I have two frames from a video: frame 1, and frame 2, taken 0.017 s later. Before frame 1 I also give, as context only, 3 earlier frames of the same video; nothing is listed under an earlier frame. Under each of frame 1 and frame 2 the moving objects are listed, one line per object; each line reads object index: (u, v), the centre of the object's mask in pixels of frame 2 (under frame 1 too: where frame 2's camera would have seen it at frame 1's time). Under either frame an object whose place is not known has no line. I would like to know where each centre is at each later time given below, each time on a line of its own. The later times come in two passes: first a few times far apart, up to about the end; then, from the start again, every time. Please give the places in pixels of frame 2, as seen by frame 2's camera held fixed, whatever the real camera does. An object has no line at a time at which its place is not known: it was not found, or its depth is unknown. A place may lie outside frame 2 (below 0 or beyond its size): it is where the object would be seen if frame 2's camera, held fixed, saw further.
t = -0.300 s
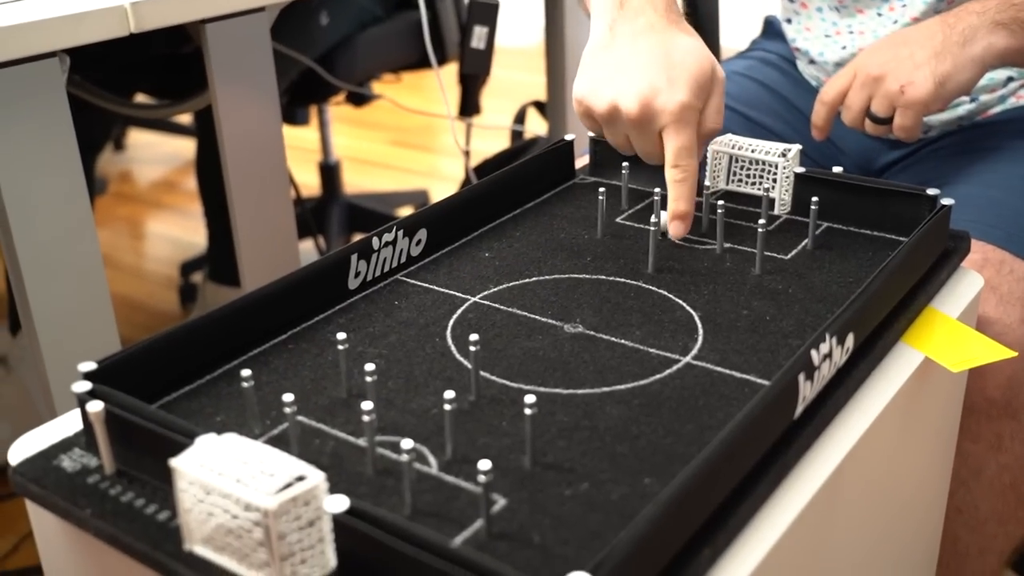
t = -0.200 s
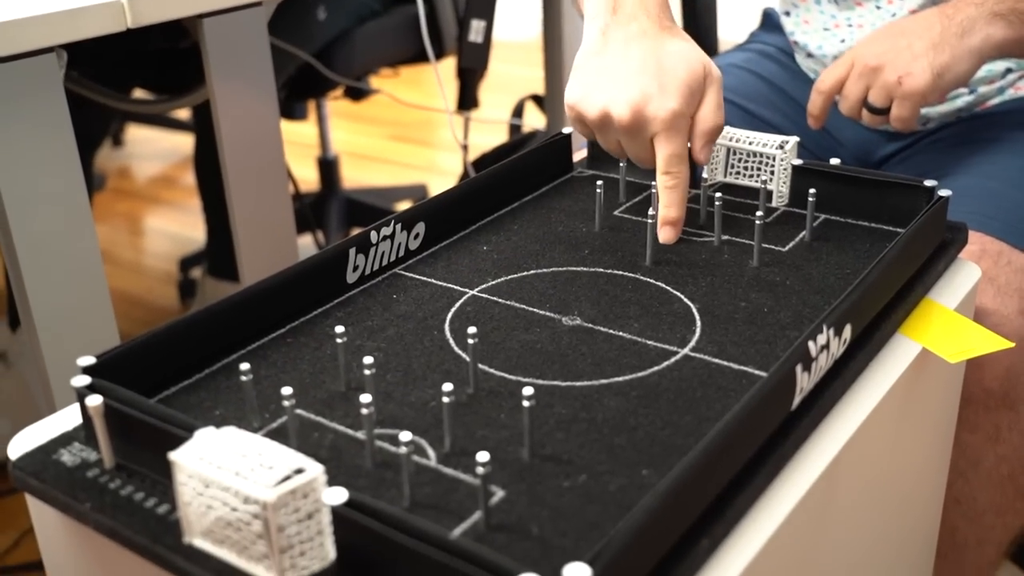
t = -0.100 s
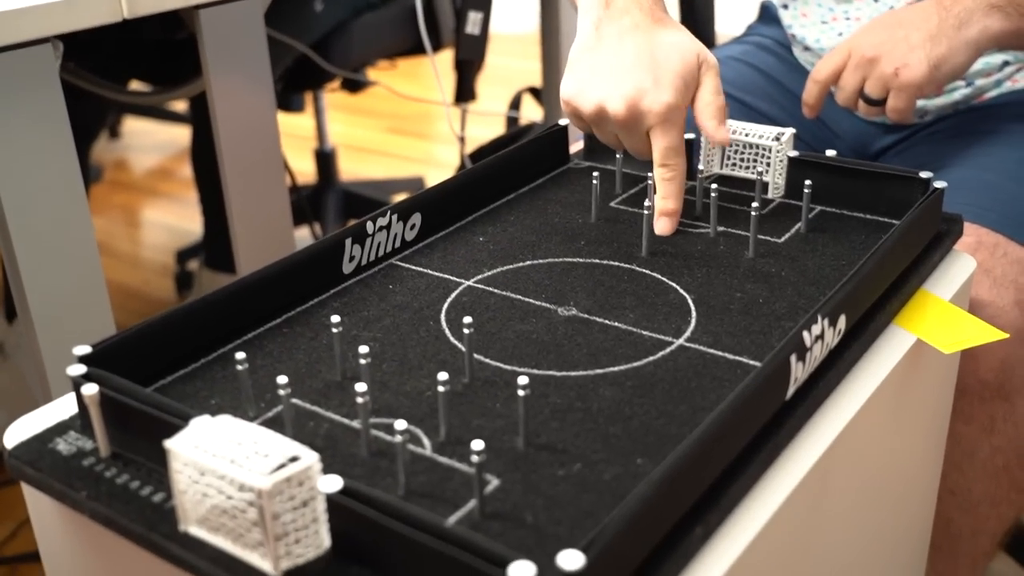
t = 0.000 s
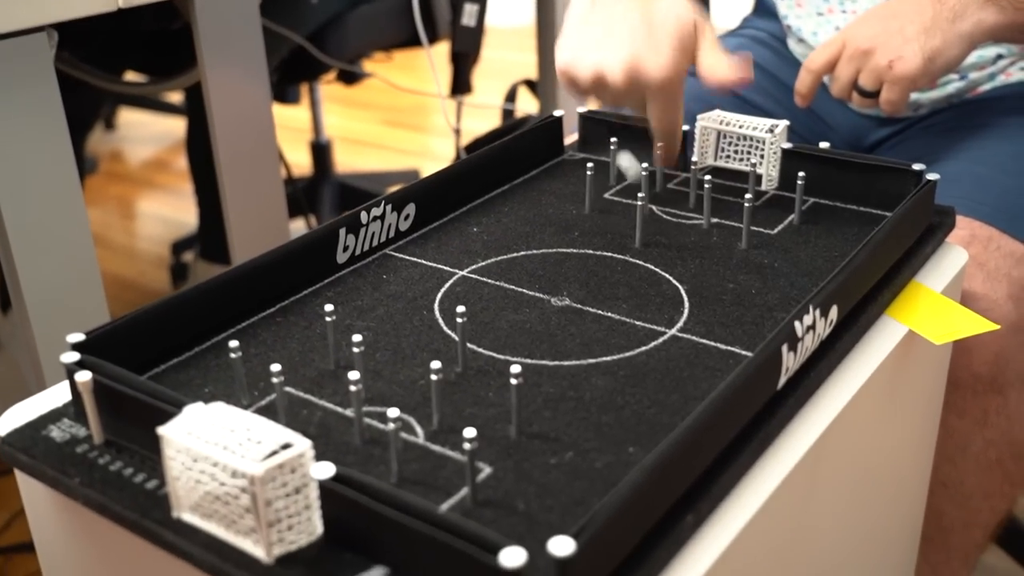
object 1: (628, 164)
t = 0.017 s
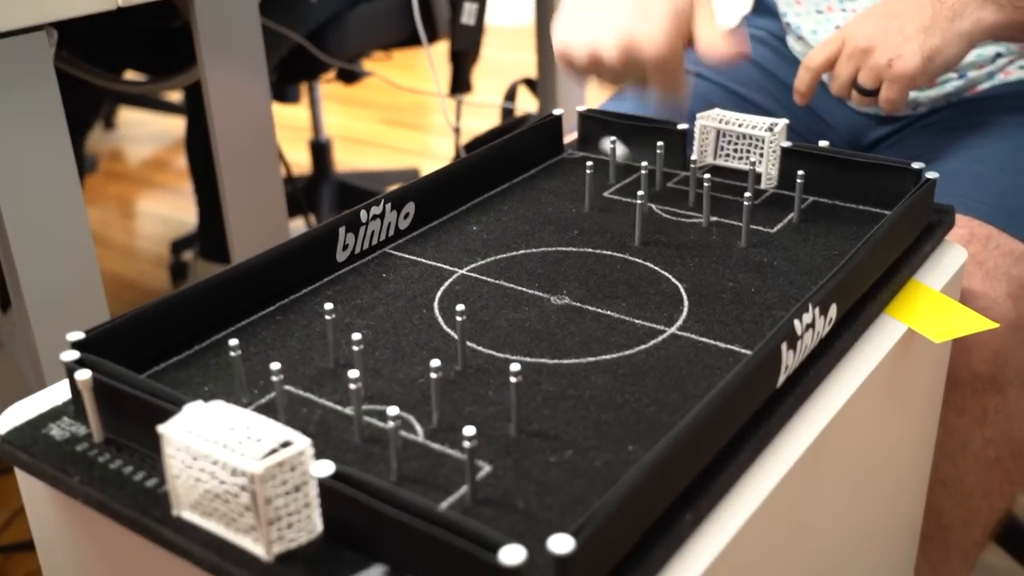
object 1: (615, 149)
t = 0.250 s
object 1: (483, 239)
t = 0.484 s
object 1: (405, 347)
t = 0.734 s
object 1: (422, 405)
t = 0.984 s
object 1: (454, 389)
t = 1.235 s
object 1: (461, 384)
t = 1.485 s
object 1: (461, 385)
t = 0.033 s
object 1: (593, 144)
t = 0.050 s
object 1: (571, 146)
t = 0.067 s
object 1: (548, 151)
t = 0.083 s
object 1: (532, 160)
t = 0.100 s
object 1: (527, 171)
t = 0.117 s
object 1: (523, 178)
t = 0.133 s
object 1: (518, 183)
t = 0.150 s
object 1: (513, 192)
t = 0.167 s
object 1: (509, 202)
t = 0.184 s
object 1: (504, 209)
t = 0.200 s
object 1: (498, 217)
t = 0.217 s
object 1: (493, 224)
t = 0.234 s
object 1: (488, 231)
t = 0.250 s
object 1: (483, 239)
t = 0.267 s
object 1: (477, 245)
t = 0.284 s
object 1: (471, 253)
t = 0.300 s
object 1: (466, 259)
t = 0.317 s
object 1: (460, 267)
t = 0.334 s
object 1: (455, 275)
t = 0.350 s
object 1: (449, 283)
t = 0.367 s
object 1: (444, 290)
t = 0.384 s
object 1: (438, 297)
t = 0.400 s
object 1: (433, 305)
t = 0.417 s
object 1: (427, 313)
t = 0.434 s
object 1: (421, 321)
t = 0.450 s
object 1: (416, 330)
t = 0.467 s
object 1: (411, 338)
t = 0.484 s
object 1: (405, 347)
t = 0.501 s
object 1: (399, 356)
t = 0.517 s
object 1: (393, 364)
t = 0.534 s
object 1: (388, 373)
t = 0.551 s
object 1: (382, 382)
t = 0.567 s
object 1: (379, 392)
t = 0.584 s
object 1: (375, 399)
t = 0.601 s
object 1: (374, 410)
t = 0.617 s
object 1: (376, 411)
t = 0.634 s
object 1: (384, 407)
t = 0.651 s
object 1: (394, 405)
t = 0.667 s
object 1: (403, 406)
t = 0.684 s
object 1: (411, 405)
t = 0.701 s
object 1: (415, 406)
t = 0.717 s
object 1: (420, 404)
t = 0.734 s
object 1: (422, 405)
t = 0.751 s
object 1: (423, 404)
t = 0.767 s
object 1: (429, 402)
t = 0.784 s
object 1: (433, 401)
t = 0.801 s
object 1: (441, 398)
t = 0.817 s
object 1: (441, 398)
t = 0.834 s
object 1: (445, 397)
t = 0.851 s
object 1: (450, 396)
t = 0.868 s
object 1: (451, 395)
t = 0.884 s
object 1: (451, 395)
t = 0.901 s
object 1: (452, 393)
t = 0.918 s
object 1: (453, 392)
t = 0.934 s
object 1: (454, 391)
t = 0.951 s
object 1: (454, 390)
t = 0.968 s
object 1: (454, 389)
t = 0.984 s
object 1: (454, 389)
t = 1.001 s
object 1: (455, 388)
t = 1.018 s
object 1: (455, 387)
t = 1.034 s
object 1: (456, 387)
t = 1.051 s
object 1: (457, 387)
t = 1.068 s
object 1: (458, 386)
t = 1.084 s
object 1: (458, 386)
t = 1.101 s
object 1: (459, 385)
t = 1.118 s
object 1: (459, 385)
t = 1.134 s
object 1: (460, 385)
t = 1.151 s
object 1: (460, 384)
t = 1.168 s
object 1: (461, 385)
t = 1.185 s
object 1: (461, 384)
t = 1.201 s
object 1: (461, 384)
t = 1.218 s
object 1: (461, 385)
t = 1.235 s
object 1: (461, 384)
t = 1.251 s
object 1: (461, 385)
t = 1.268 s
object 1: (461, 385)
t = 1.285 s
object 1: (461, 385)
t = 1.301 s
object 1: (461, 385)
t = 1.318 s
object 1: (461, 385)
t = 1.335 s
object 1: (461, 385)
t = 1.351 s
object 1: (461, 385)
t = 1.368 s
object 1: (461, 385)
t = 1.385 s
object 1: (461, 385)
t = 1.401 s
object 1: (461, 385)
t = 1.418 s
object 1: (461, 385)
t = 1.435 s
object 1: (461, 385)
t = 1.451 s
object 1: (461, 385)
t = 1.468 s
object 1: (461, 385)
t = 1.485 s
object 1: (461, 385)
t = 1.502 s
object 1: (461, 385)
